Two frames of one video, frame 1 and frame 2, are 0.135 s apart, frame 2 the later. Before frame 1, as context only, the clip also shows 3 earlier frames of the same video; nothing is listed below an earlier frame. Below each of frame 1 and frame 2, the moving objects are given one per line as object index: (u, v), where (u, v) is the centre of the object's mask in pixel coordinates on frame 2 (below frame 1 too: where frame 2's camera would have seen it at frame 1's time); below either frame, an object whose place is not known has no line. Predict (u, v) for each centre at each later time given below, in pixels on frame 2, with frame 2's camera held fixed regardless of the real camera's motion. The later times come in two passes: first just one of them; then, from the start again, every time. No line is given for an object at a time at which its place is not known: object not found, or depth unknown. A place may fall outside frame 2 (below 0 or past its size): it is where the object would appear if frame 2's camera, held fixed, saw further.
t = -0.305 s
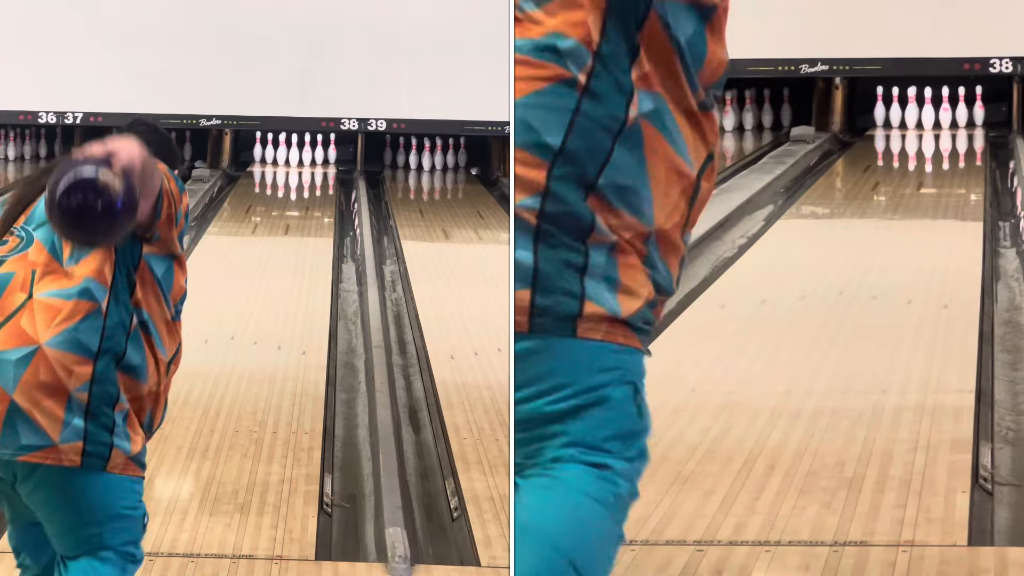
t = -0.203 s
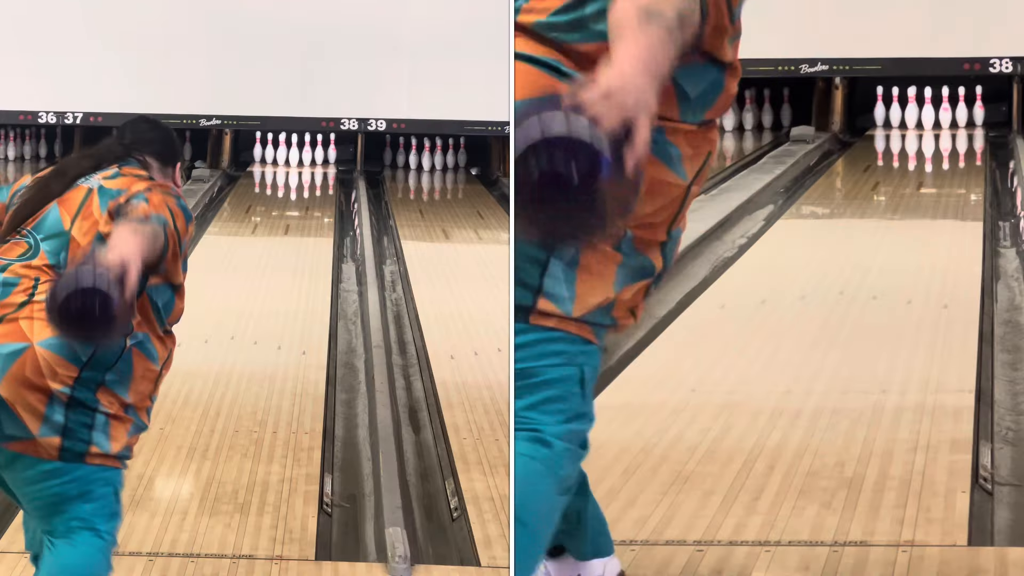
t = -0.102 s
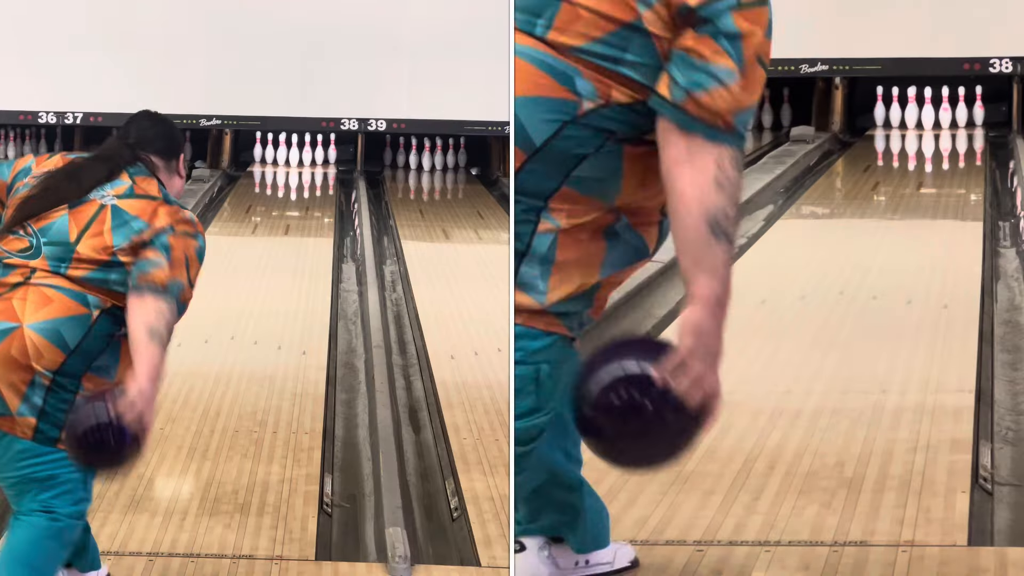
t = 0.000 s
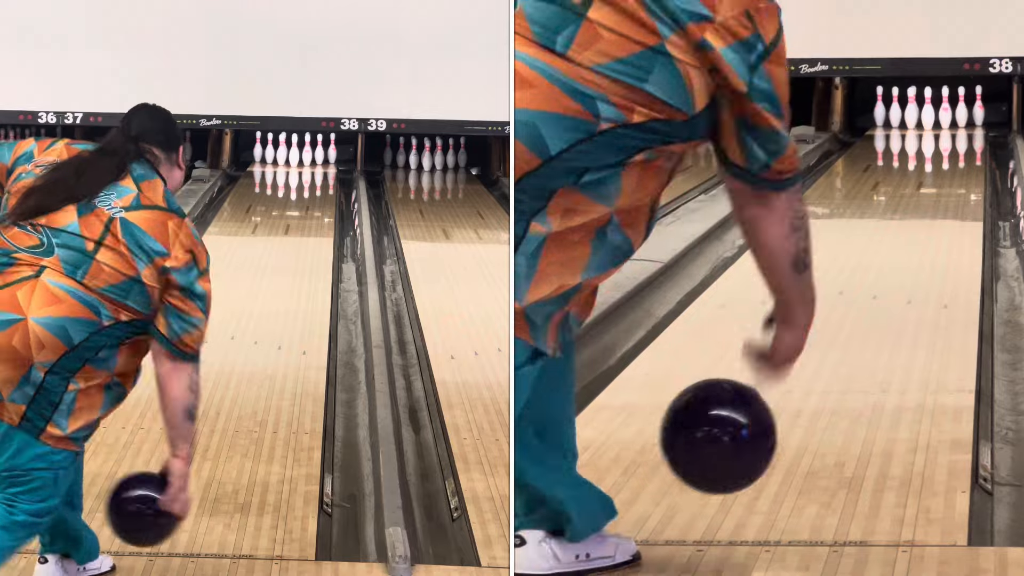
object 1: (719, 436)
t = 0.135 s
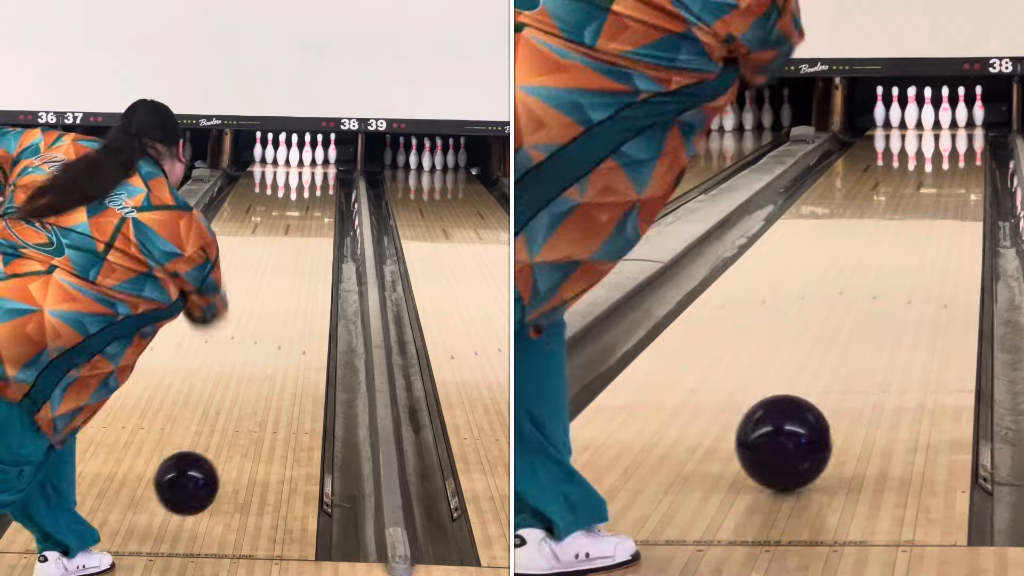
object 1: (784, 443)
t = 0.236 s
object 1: (818, 396)
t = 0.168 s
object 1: (796, 422)
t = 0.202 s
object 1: (808, 407)
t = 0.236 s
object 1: (818, 396)
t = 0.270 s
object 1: (828, 382)
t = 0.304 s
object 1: (837, 370)
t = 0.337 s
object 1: (846, 358)
